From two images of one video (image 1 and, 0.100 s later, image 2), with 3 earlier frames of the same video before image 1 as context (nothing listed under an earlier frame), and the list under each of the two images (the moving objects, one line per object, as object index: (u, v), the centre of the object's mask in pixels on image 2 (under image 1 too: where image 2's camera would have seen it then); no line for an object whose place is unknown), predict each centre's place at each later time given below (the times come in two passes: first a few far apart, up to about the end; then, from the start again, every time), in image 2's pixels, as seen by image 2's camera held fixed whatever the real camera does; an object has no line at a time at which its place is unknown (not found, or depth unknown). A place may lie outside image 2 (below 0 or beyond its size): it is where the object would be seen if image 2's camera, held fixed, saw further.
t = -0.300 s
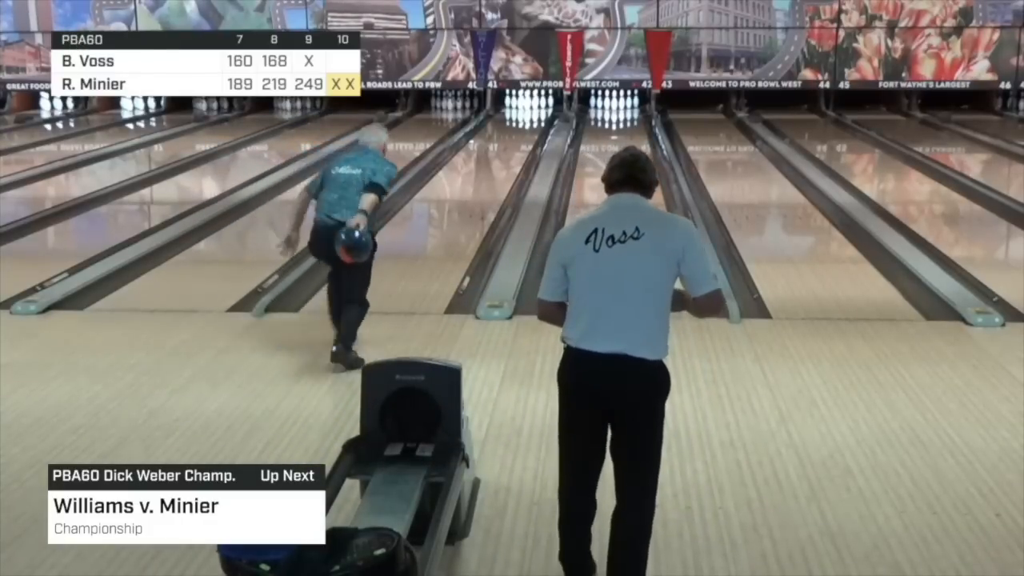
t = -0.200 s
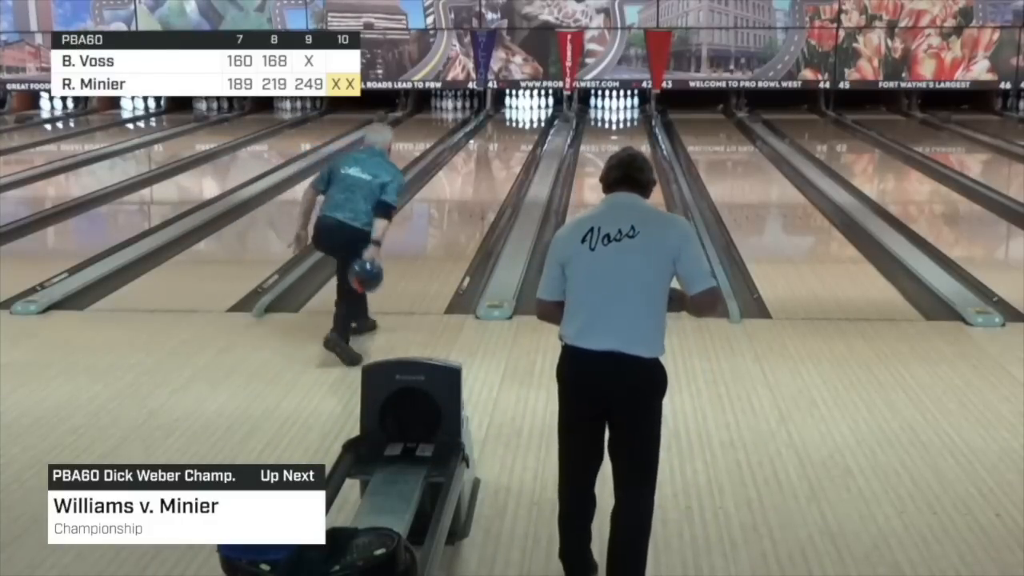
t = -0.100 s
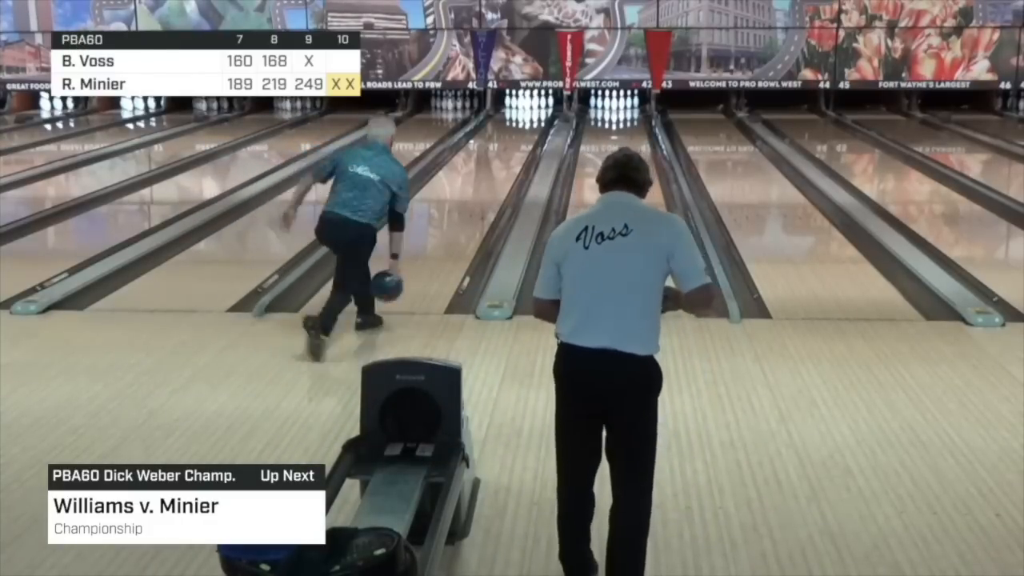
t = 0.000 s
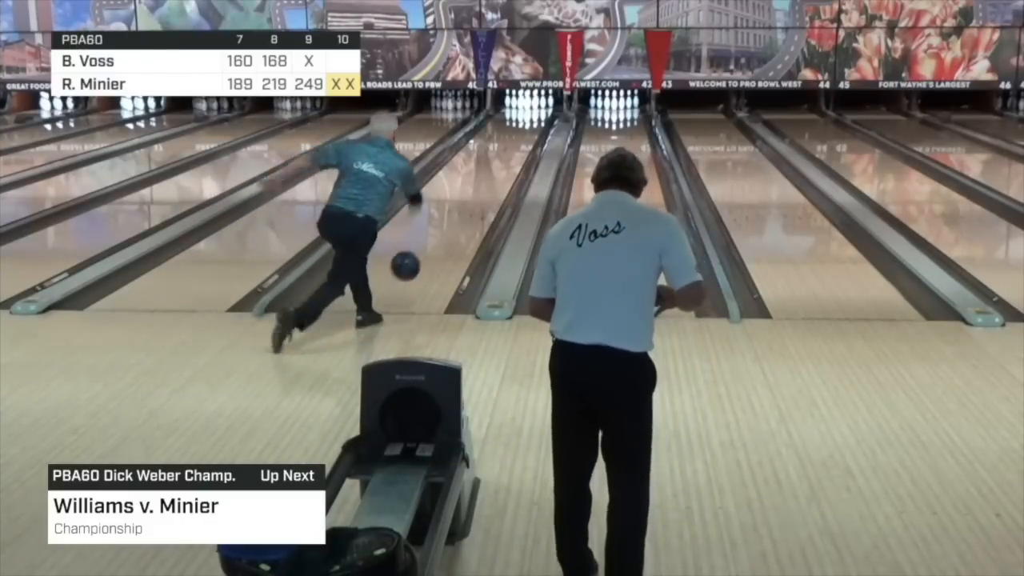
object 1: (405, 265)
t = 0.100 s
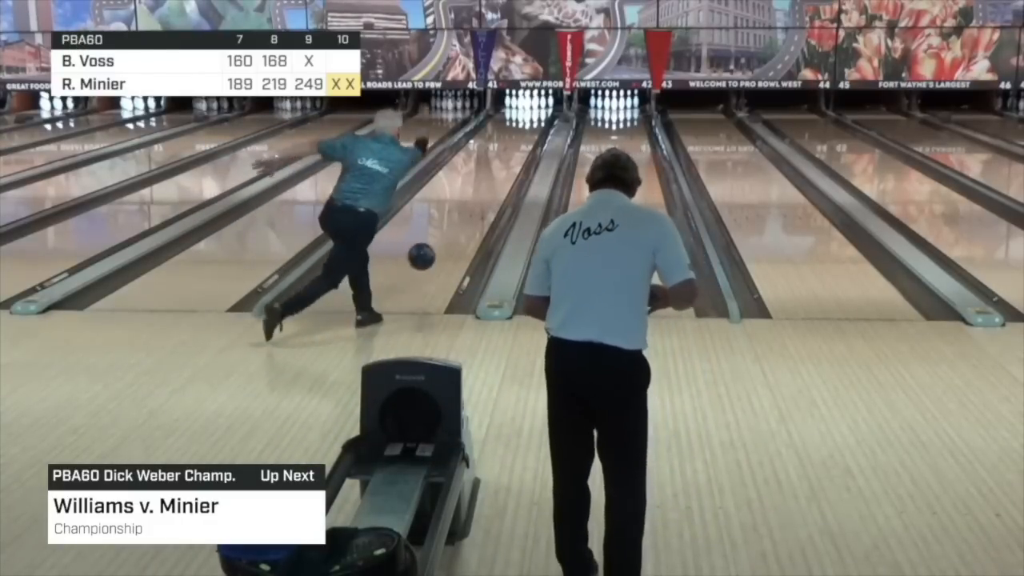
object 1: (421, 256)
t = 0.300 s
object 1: (447, 241)
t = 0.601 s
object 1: (474, 203)
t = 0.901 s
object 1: (493, 177)
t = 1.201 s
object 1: (507, 156)
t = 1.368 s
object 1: (513, 146)
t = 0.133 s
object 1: (426, 256)
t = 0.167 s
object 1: (431, 257)
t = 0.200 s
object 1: (435, 257)
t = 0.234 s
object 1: (439, 251)
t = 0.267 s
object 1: (443, 246)
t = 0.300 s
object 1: (447, 241)
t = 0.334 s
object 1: (451, 236)
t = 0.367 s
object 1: (454, 231)
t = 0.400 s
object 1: (457, 227)
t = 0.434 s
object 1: (460, 222)
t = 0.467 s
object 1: (463, 218)
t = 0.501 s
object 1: (466, 215)
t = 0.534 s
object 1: (469, 210)
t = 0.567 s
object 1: (472, 207)
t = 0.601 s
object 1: (474, 203)
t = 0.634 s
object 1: (476, 200)
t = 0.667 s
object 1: (479, 197)
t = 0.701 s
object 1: (481, 193)
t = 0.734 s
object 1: (483, 190)
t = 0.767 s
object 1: (486, 187)
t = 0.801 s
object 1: (487, 185)
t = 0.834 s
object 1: (489, 182)
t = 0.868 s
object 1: (491, 179)
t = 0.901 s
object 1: (493, 177)
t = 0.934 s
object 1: (495, 174)
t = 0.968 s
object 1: (496, 171)
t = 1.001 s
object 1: (498, 169)
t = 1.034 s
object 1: (500, 166)
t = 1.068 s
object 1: (502, 164)
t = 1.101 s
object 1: (503, 162)
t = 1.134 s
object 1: (504, 160)
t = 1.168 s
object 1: (506, 158)
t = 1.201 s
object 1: (507, 156)
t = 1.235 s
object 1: (508, 154)
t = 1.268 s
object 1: (510, 152)
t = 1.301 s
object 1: (511, 150)
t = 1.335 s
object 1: (512, 148)
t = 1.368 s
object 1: (513, 146)
